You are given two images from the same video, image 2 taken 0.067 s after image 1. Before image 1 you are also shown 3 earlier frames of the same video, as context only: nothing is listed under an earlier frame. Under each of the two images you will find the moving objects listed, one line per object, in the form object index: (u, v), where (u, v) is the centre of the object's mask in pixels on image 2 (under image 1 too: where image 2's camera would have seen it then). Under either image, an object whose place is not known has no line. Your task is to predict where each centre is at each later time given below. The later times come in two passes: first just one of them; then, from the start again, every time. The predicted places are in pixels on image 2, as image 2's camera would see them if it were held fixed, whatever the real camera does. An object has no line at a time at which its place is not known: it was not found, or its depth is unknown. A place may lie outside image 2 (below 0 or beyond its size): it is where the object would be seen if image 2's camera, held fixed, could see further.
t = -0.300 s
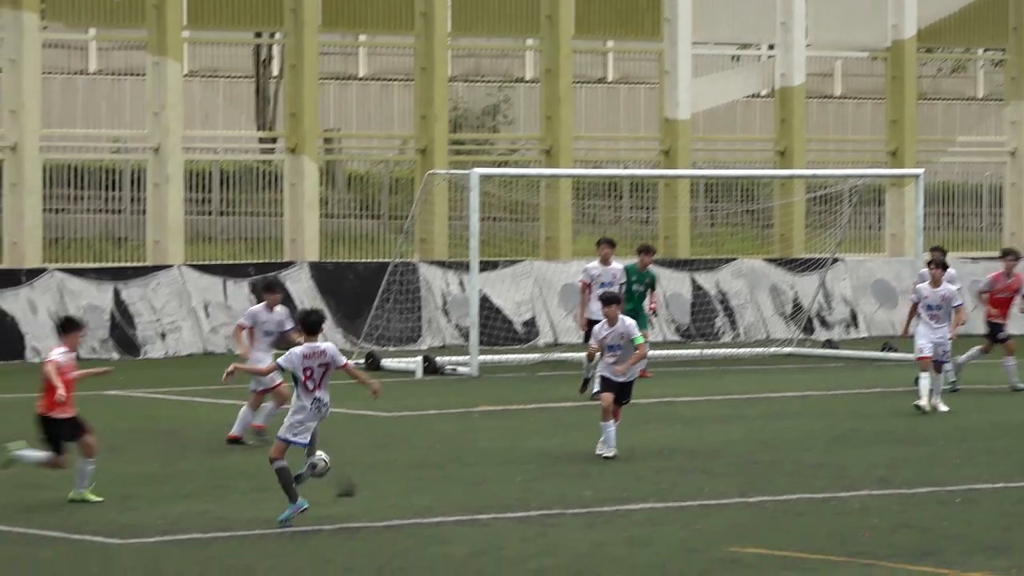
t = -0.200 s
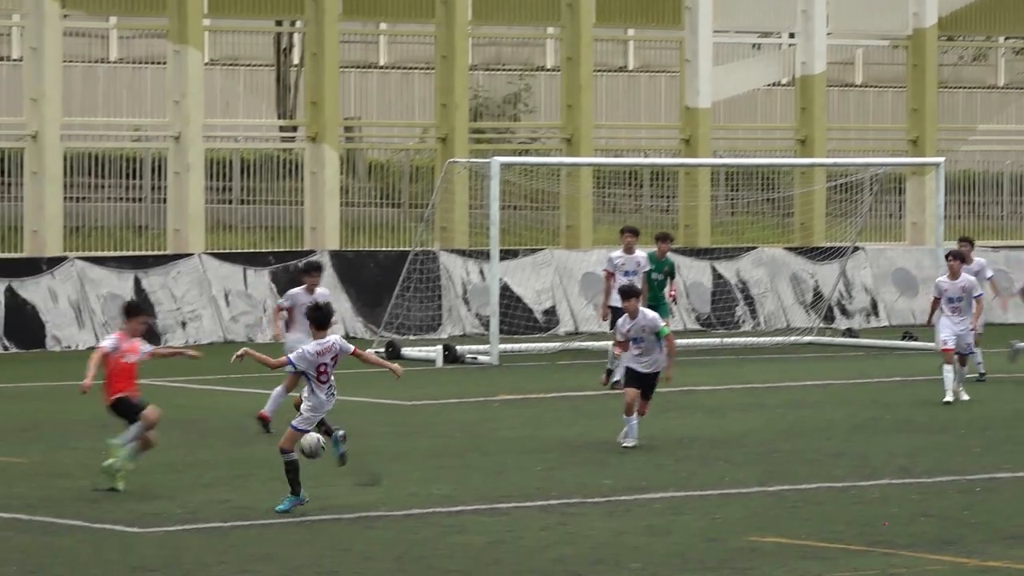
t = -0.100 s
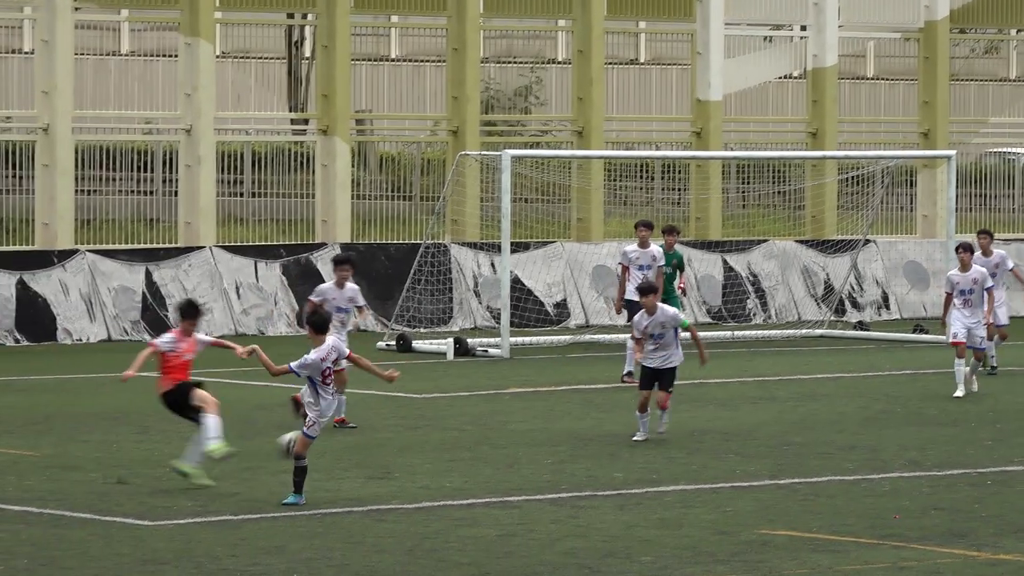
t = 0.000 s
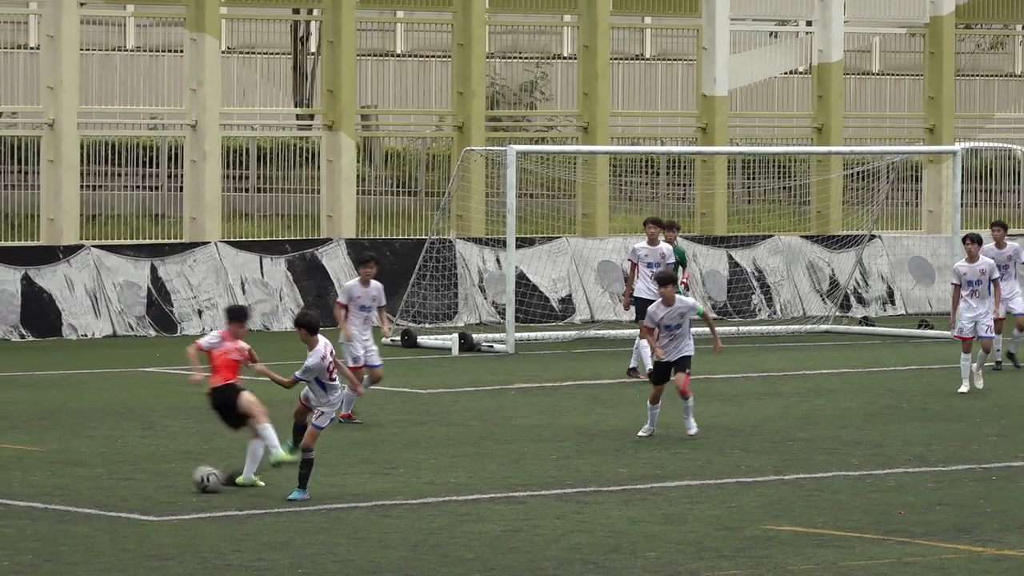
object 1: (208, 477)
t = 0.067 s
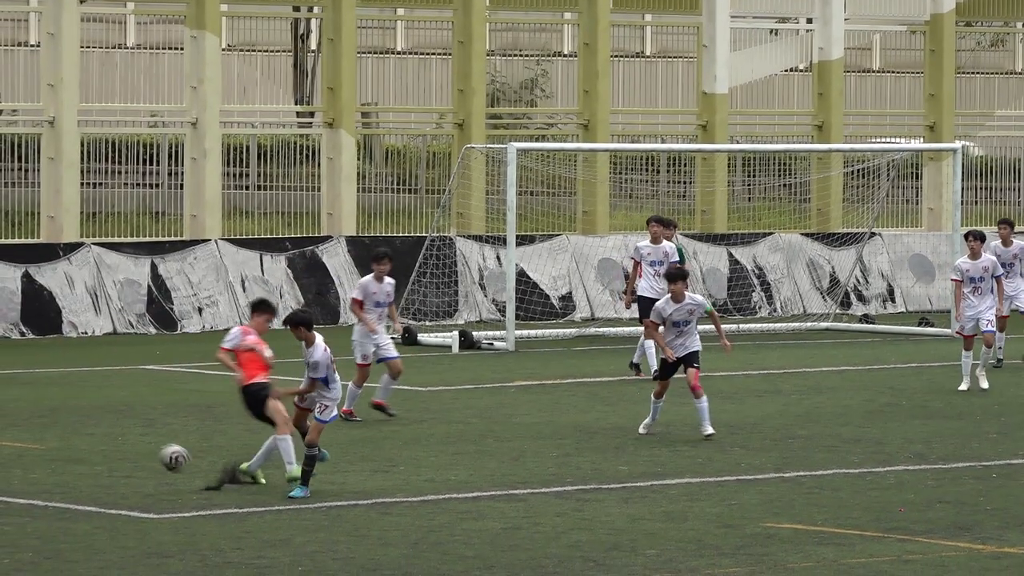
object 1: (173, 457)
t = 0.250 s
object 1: (83, 432)
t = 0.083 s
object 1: (166, 454)
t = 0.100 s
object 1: (157, 449)
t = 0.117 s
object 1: (149, 447)
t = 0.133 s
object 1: (141, 444)
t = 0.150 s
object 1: (132, 441)
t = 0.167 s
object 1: (124, 439)
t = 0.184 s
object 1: (115, 437)
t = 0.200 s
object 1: (107, 435)
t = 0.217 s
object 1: (99, 434)
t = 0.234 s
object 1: (90, 433)
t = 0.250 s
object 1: (83, 432)
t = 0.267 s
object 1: (74, 432)
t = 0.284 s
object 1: (66, 432)
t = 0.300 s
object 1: (58, 432)
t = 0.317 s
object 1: (49, 433)
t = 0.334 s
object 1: (41, 434)
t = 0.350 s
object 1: (33, 436)
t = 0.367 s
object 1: (25, 437)
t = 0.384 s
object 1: (17, 439)
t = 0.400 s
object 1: (10, 441)
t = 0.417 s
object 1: (5, 444)
